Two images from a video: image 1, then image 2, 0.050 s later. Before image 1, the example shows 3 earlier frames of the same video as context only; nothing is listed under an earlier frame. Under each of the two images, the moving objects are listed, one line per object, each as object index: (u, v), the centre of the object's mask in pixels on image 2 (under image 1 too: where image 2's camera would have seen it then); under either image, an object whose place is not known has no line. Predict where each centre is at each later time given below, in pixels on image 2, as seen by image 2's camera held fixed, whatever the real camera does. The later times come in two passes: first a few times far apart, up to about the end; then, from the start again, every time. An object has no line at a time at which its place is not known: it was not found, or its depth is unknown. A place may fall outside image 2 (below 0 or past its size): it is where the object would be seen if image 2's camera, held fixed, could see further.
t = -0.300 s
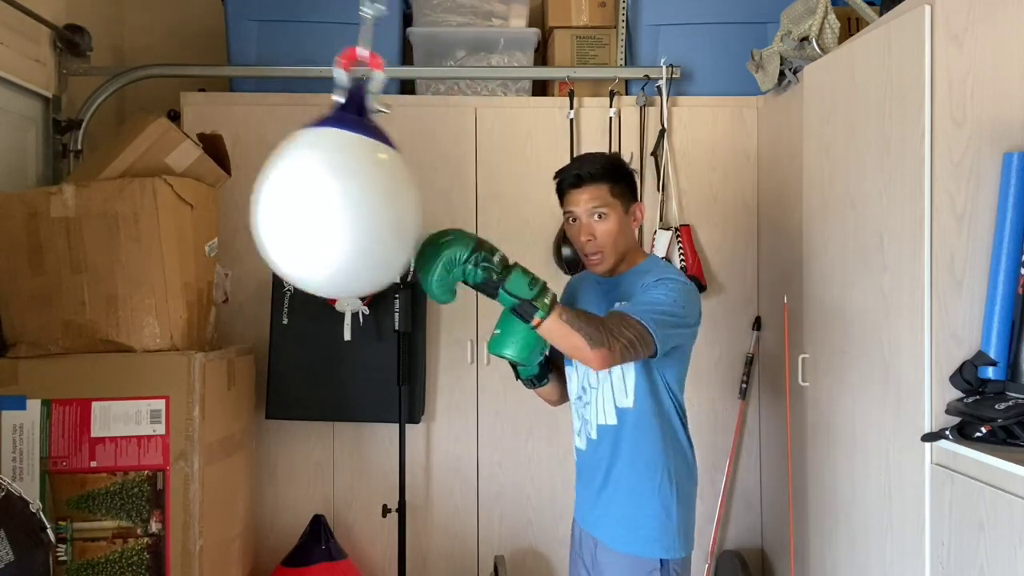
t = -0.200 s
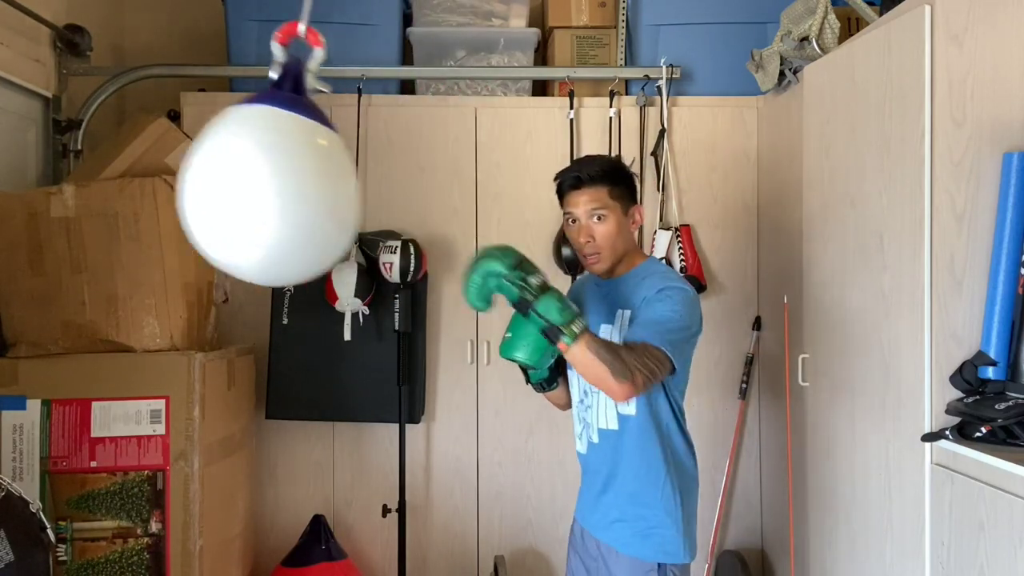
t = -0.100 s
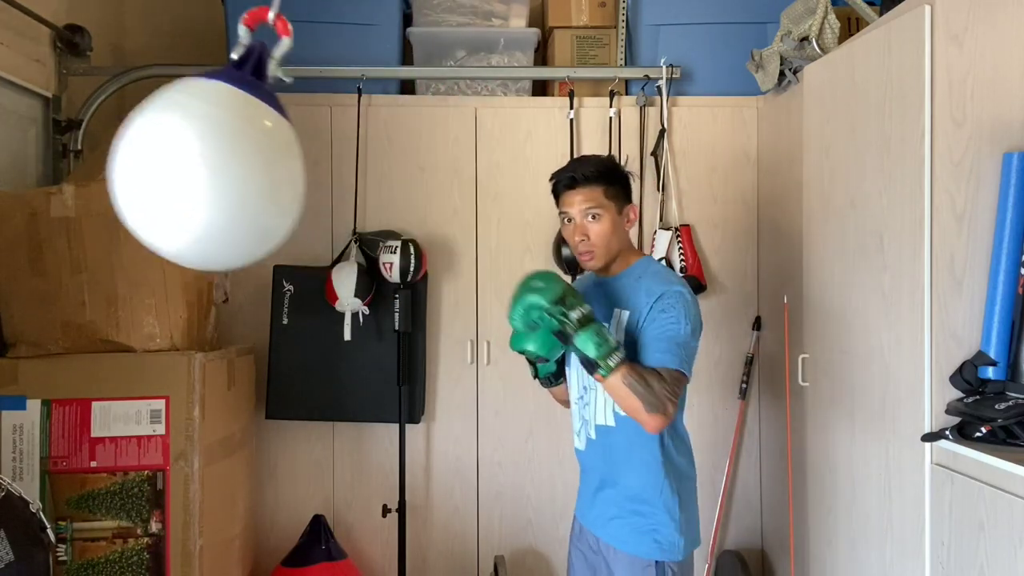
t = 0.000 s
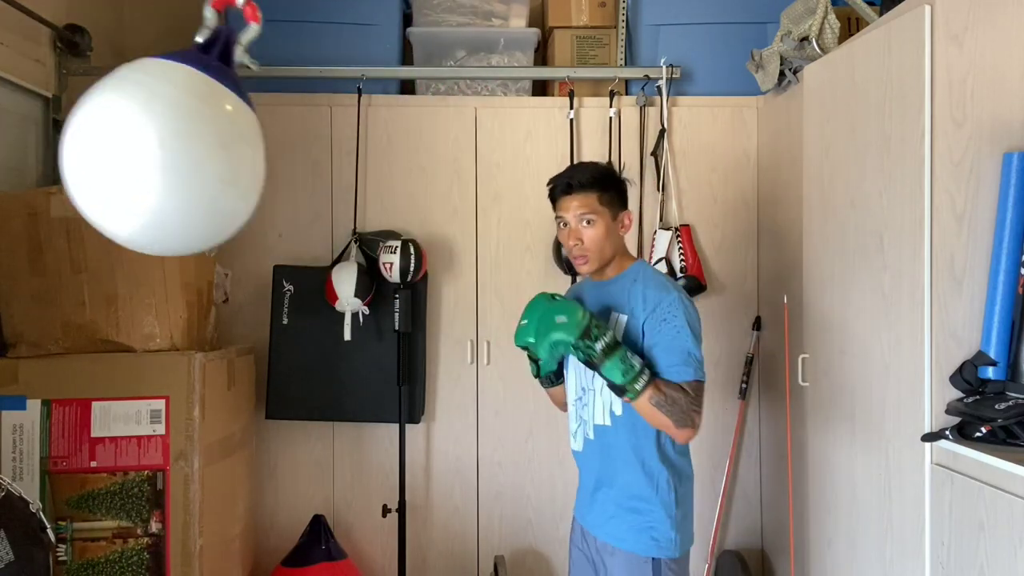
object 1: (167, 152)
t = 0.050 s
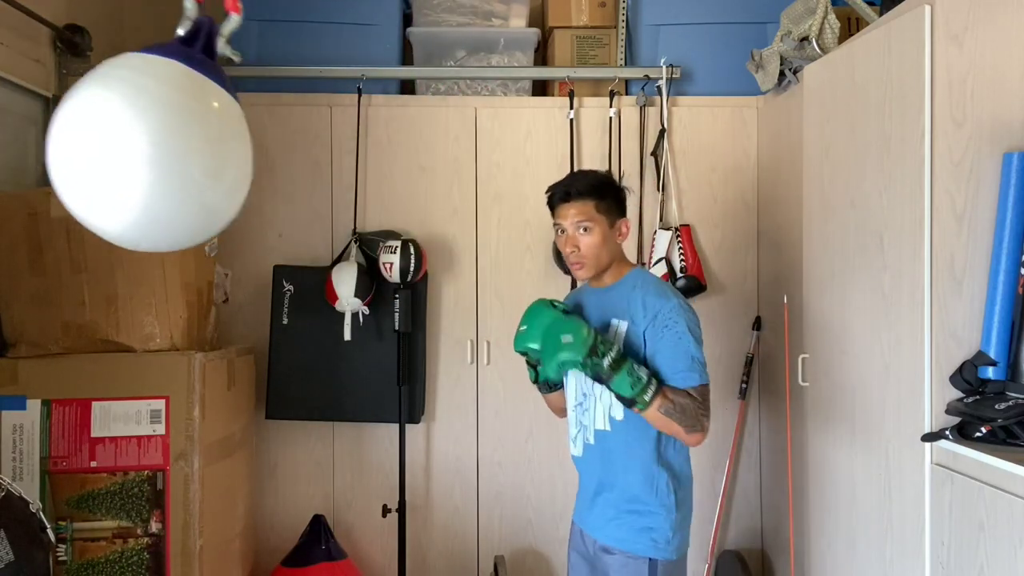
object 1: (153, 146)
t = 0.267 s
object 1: (160, 150)
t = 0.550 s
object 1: (304, 203)
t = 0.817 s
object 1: (474, 226)
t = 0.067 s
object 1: (150, 145)
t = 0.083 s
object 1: (148, 144)
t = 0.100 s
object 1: (146, 143)
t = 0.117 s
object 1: (145, 142)
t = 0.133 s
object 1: (144, 142)
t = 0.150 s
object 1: (144, 143)
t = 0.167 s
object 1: (144, 143)
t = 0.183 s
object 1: (145, 144)
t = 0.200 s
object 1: (147, 145)
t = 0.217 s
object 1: (149, 147)
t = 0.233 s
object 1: (152, 147)
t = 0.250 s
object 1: (155, 149)
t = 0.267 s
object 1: (160, 150)
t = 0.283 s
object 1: (165, 153)
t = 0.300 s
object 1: (171, 155)
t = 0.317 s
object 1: (176, 158)
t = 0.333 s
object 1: (182, 161)
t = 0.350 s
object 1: (190, 164)
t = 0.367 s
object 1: (197, 167)
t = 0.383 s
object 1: (205, 171)
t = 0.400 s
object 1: (214, 174)
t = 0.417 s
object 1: (223, 177)
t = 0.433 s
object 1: (233, 181)
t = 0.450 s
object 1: (242, 183)
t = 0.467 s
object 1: (252, 187)
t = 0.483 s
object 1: (262, 191)
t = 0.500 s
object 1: (272, 194)
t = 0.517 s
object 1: (282, 197)
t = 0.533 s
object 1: (294, 201)
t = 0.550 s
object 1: (304, 203)
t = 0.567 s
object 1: (315, 206)
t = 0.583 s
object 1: (326, 208)
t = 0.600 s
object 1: (337, 211)
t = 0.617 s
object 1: (348, 213)
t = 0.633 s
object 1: (360, 216)
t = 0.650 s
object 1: (372, 218)
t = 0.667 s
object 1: (382, 220)
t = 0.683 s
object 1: (393, 221)
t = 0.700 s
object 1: (403, 223)
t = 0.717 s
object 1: (414, 224)
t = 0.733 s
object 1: (425, 225)
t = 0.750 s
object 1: (435, 225)
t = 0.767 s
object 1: (444, 226)
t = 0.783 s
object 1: (455, 226)
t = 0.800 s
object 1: (465, 227)
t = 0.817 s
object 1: (474, 226)
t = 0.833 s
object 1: (482, 226)
